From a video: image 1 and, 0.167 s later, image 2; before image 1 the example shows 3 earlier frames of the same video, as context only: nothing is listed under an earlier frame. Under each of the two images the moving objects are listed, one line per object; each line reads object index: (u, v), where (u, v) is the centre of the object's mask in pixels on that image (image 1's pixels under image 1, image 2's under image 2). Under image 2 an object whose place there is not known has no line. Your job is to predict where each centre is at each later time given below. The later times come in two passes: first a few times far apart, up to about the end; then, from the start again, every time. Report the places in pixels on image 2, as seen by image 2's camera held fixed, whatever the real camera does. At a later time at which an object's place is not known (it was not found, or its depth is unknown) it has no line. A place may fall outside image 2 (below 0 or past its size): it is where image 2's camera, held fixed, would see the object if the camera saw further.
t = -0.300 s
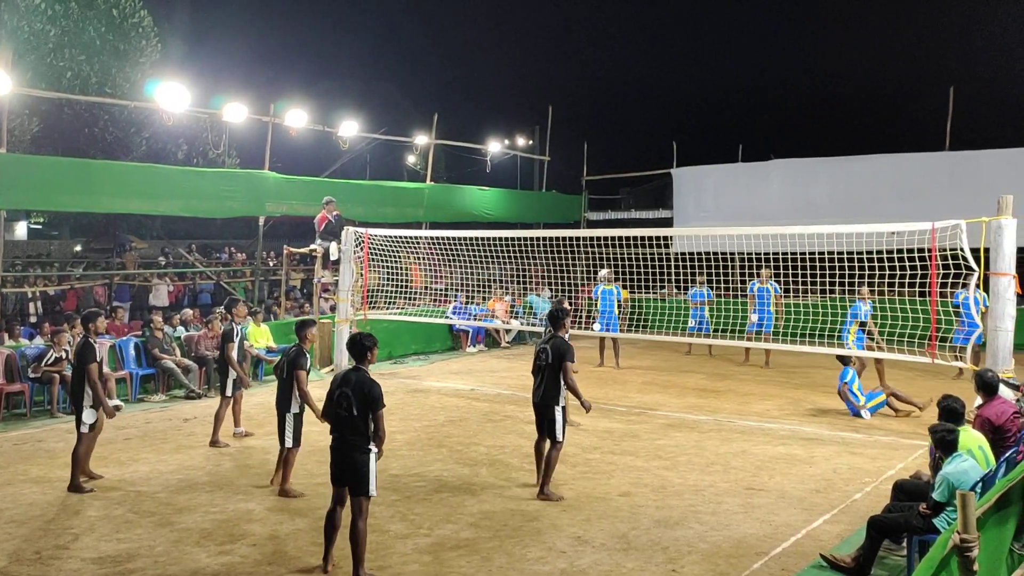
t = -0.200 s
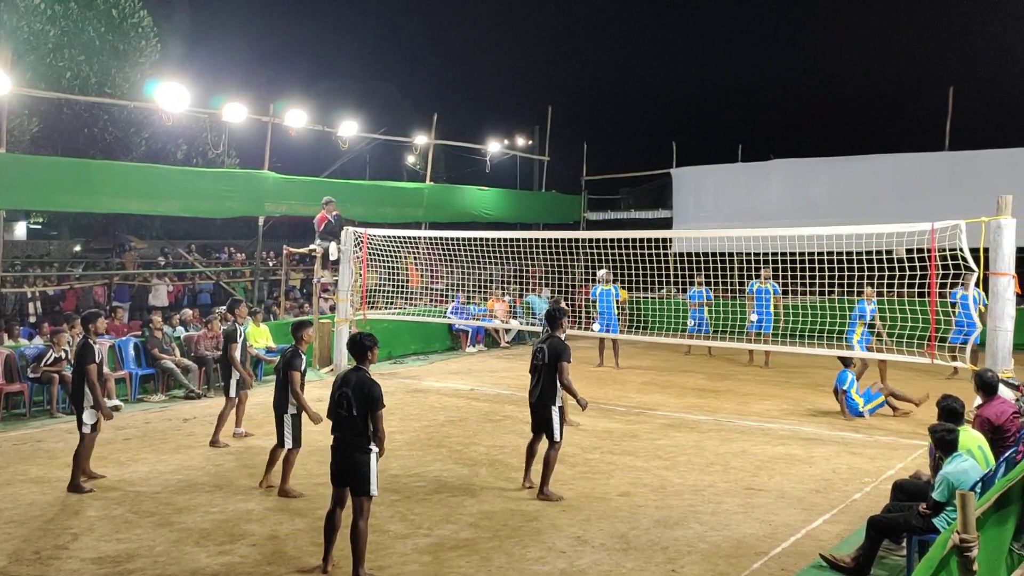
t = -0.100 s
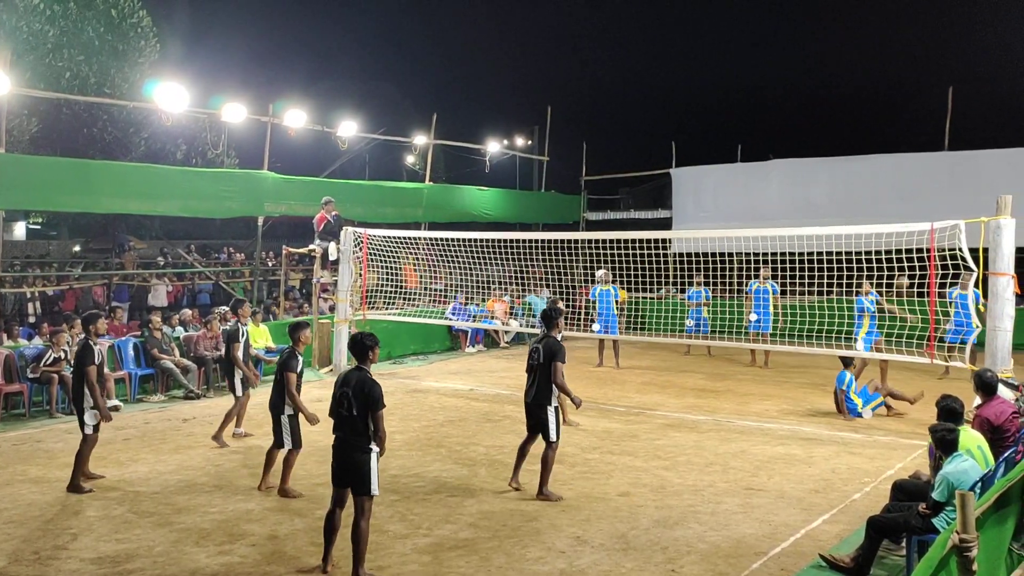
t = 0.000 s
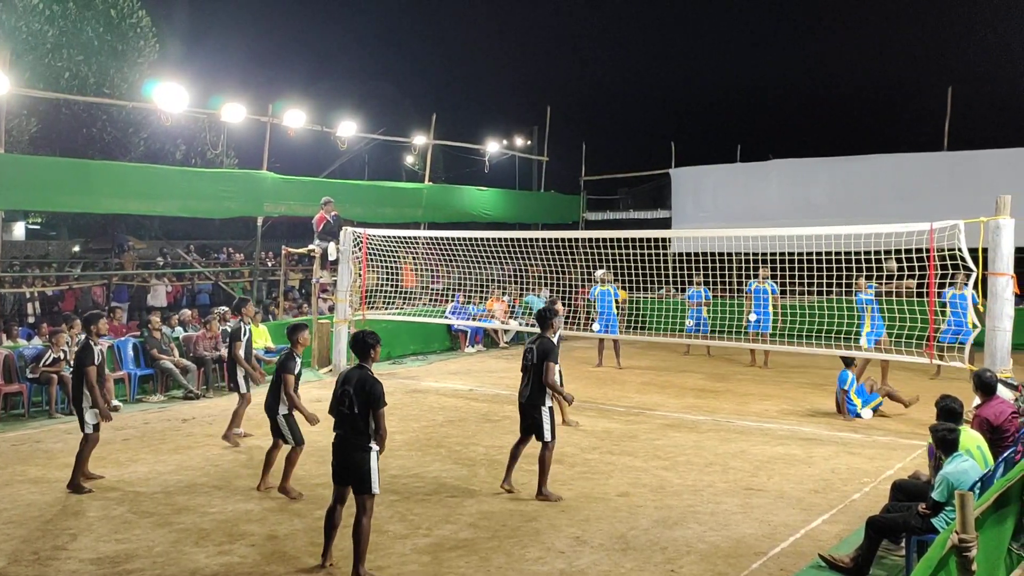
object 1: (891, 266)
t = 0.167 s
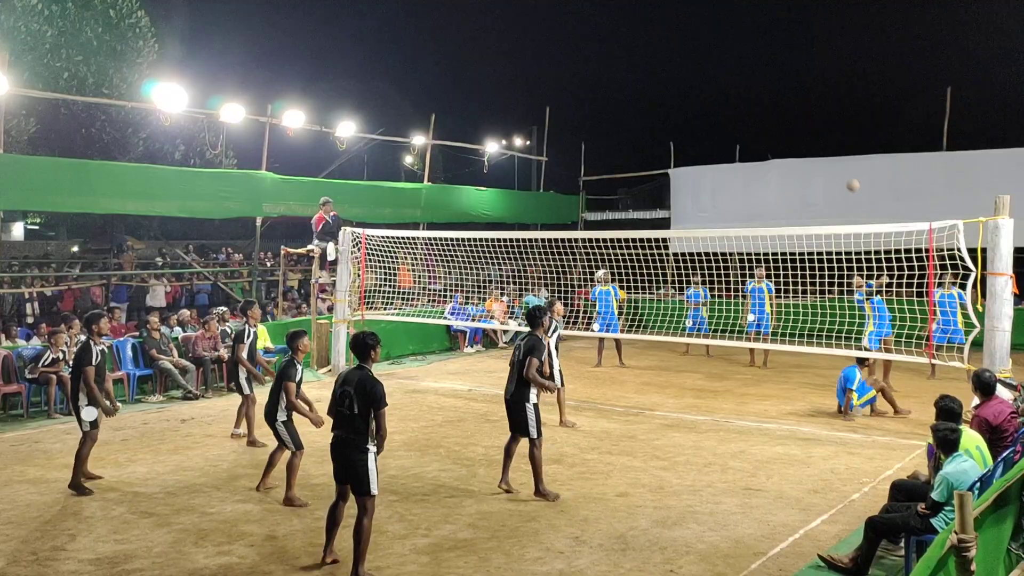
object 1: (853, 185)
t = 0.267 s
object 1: (827, 143)
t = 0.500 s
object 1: (763, 67)
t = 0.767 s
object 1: (675, 24)
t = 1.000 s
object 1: (586, 38)
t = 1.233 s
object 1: (482, 114)
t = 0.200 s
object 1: (845, 171)
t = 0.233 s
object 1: (836, 155)
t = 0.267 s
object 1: (827, 143)
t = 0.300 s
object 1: (819, 130)
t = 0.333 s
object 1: (810, 118)
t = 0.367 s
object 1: (801, 106)
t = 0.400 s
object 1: (791, 96)
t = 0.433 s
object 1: (782, 85)
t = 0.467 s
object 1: (773, 76)
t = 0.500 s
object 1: (763, 67)
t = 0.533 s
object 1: (753, 58)
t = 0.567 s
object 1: (743, 51)
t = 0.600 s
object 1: (732, 44)
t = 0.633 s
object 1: (721, 38)
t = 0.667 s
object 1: (710, 33)
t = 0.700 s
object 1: (699, 29)
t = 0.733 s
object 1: (687, 26)
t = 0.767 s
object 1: (675, 24)
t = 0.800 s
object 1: (663, 24)
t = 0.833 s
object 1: (652, 23)
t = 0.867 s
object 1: (639, 24)
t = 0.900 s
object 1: (627, 26)
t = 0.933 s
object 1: (614, 29)
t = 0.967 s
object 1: (600, 33)
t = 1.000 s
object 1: (586, 38)
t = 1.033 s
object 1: (572, 44)
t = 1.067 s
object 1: (558, 52)
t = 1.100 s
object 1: (543, 62)
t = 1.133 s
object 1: (528, 73)
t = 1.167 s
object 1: (513, 85)
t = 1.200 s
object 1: (498, 99)
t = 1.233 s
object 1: (482, 114)
